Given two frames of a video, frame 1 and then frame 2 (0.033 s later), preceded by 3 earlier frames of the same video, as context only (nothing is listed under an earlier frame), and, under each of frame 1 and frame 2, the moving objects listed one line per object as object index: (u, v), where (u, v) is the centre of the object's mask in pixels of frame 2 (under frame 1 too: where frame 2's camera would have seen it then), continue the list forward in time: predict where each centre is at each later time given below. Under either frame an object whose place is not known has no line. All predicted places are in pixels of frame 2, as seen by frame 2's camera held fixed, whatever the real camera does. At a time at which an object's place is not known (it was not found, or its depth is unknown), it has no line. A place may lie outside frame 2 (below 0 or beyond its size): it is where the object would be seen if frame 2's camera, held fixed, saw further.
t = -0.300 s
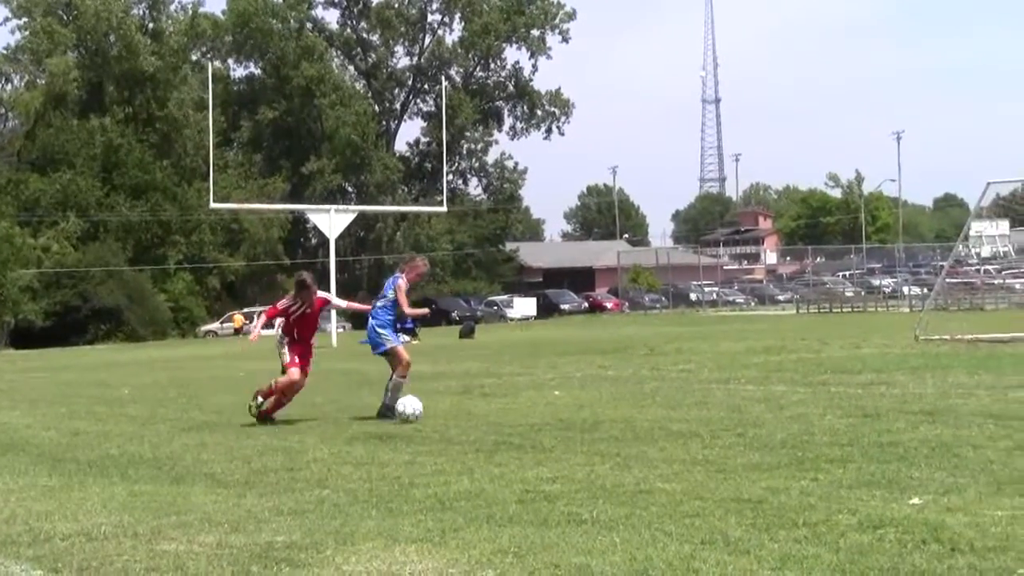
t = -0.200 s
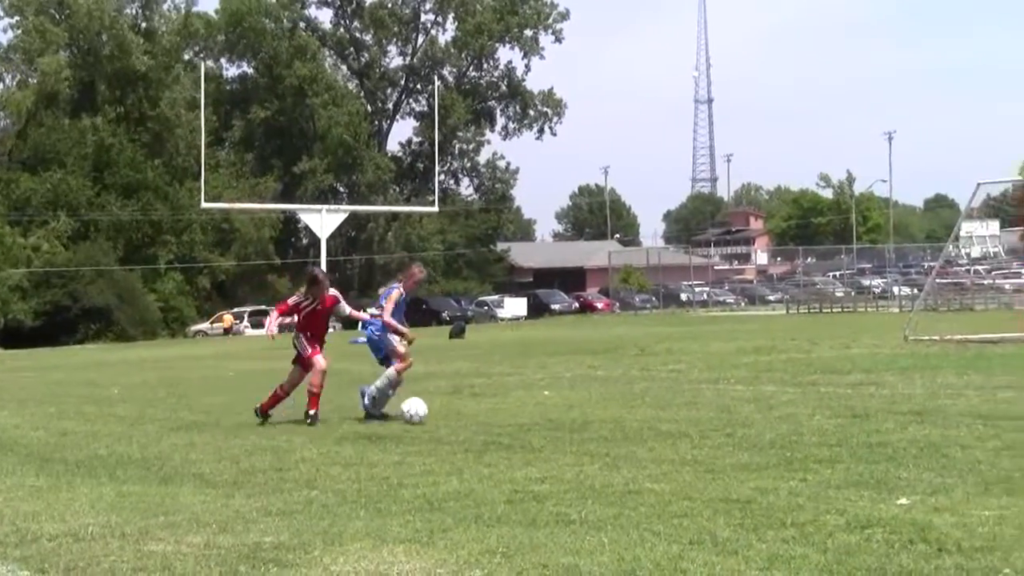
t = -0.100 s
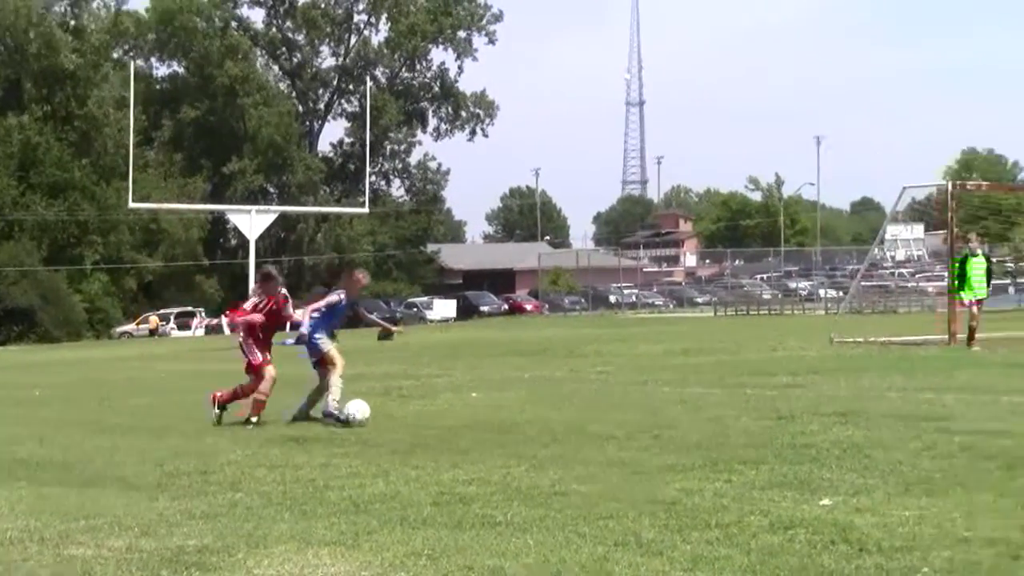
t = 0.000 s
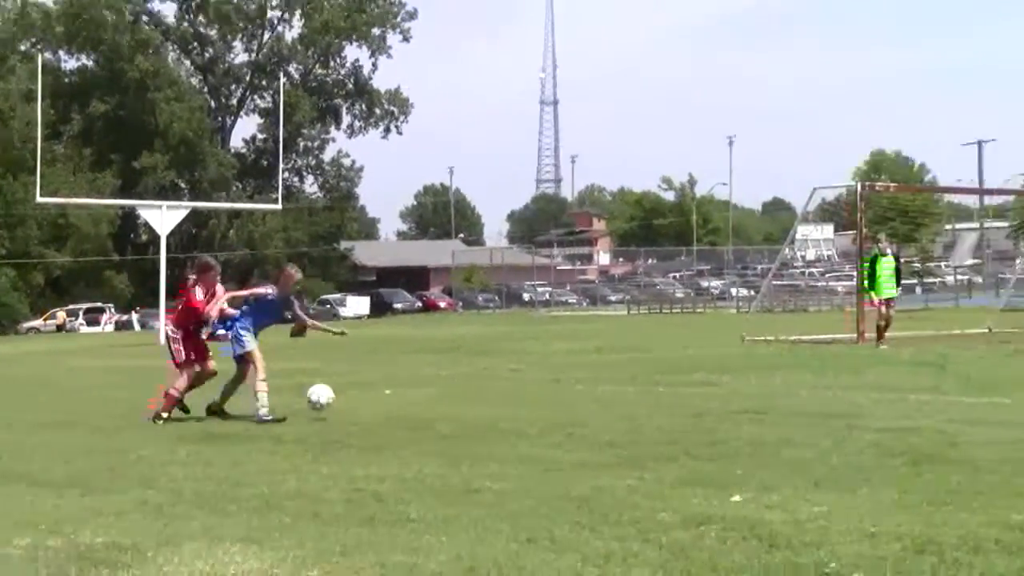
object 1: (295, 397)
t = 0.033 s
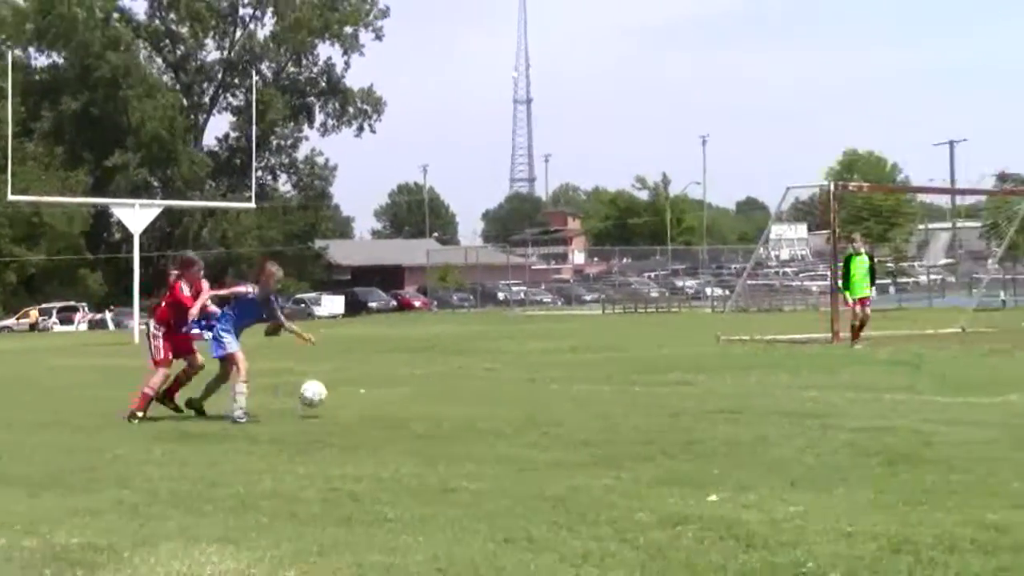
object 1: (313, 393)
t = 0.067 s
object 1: (329, 392)
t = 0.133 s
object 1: (365, 396)
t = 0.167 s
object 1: (382, 399)
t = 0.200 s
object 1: (397, 399)
